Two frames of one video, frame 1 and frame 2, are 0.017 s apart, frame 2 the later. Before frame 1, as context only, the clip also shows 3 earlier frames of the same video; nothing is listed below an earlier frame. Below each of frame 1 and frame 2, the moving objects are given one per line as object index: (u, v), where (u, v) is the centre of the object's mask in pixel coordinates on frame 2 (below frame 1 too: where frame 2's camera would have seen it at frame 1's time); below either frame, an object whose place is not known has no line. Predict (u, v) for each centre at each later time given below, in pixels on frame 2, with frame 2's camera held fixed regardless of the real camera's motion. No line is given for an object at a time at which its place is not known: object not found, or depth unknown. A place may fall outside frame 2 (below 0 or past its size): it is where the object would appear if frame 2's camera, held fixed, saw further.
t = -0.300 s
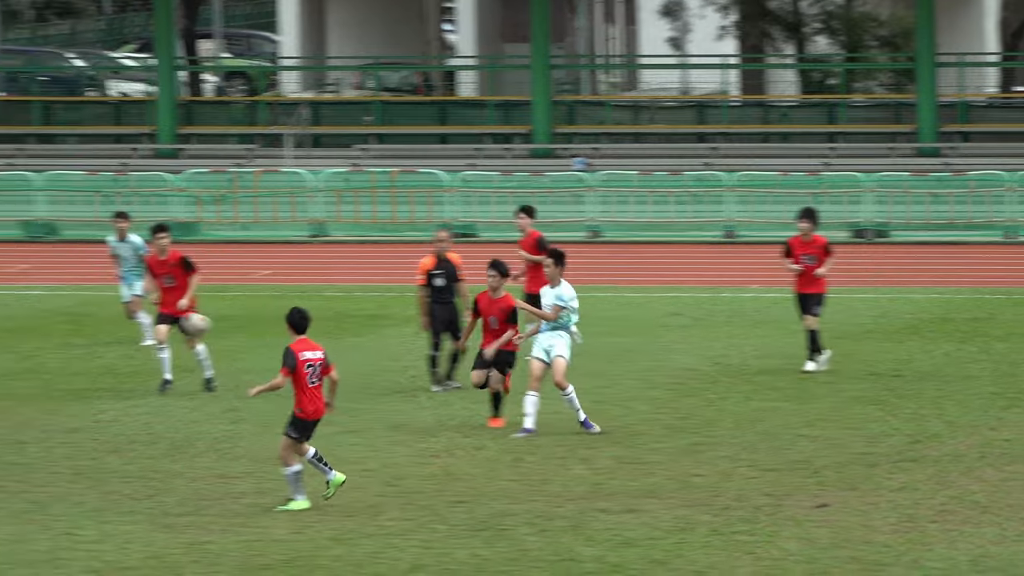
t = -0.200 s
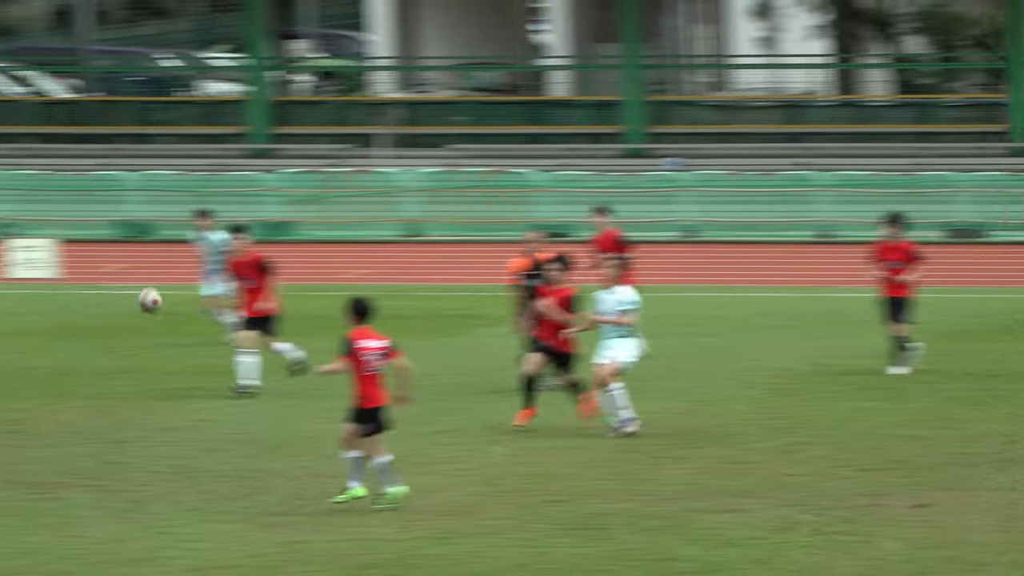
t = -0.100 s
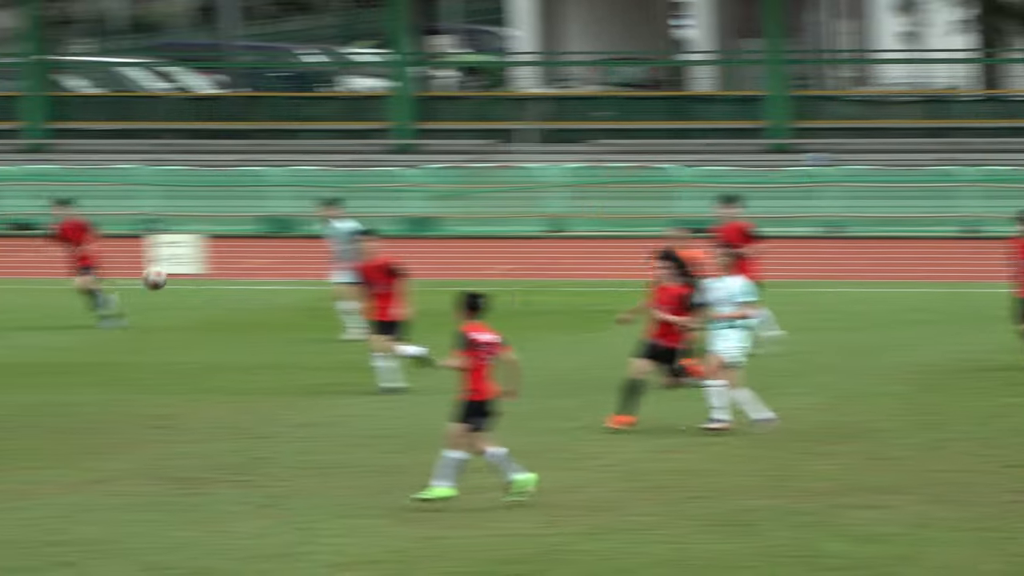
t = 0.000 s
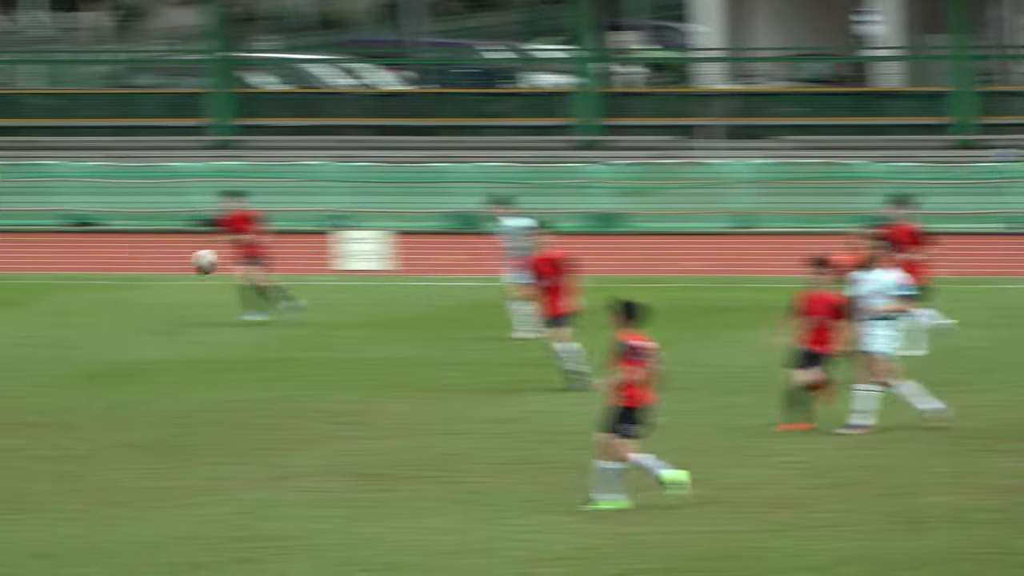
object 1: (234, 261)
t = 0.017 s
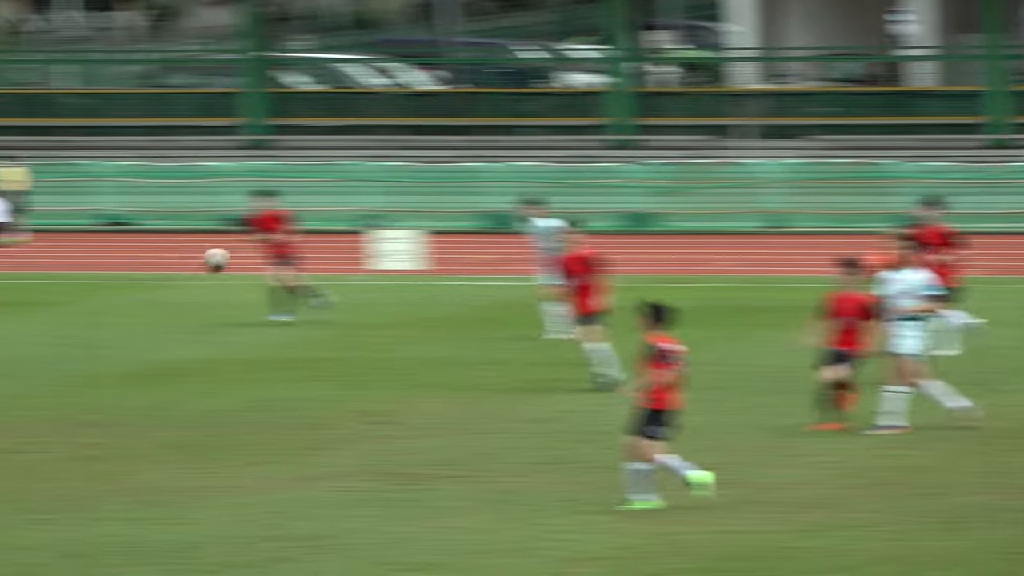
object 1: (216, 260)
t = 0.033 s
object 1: (198, 259)
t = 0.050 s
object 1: (180, 259)
